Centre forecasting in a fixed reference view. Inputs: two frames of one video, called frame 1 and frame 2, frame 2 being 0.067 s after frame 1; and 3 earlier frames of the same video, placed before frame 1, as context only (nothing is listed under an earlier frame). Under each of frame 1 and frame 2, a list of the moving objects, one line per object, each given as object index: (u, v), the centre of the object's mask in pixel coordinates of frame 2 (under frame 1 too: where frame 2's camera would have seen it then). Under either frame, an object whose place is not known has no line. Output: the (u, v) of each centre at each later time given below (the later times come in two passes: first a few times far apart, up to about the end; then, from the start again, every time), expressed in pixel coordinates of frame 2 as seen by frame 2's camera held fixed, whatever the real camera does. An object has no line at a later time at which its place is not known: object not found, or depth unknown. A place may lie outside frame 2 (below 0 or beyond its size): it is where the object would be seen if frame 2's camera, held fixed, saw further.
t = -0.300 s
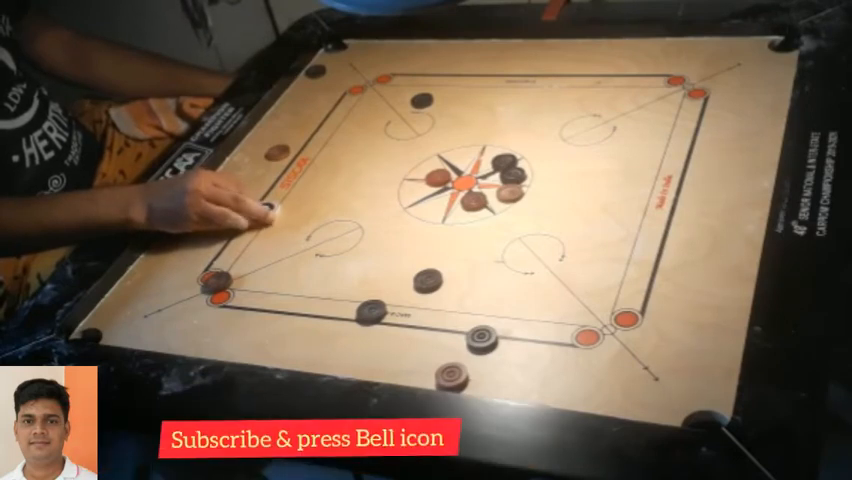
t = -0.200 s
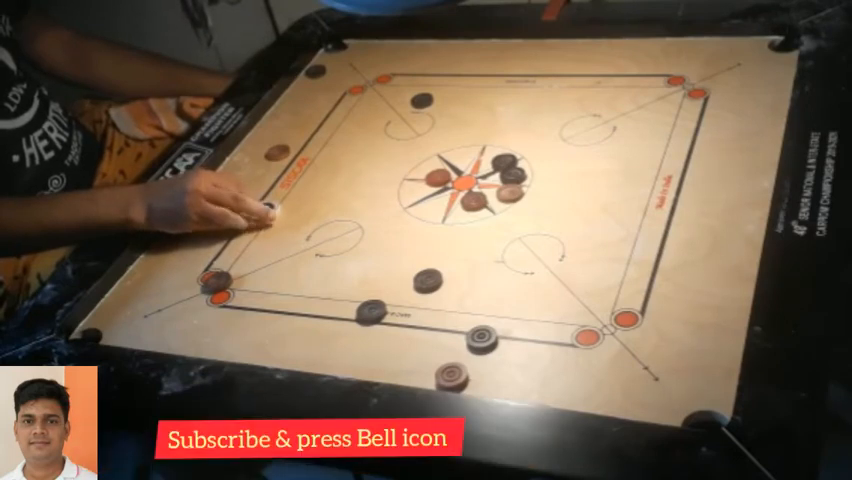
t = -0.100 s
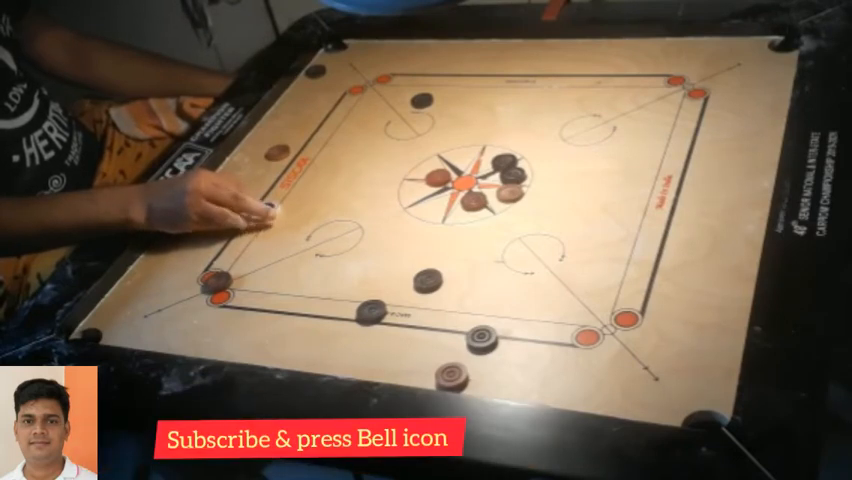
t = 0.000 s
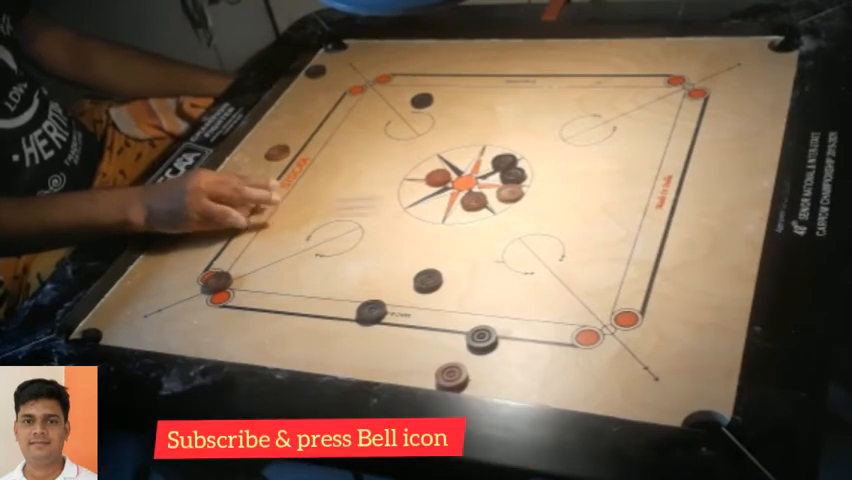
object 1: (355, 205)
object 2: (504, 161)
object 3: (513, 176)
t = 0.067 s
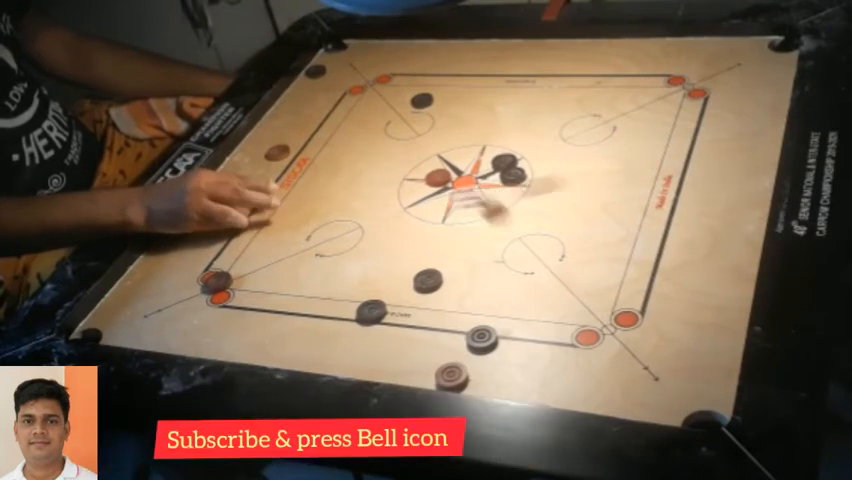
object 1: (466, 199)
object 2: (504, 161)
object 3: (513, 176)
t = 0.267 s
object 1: (624, 194)
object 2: (495, 145)
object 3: (586, 142)
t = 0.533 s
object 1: (742, 193)
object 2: (493, 142)
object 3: (639, 119)
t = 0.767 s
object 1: (690, 185)
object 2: (493, 142)
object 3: (641, 117)
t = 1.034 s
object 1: (685, 184)
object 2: (493, 142)
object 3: (641, 117)
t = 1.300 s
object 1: (685, 184)
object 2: (493, 143)
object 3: (641, 117)
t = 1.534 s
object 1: (684, 184)
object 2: (493, 143)
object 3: (641, 117)
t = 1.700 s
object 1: (684, 184)
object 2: (493, 143)
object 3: (641, 117)
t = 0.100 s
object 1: (501, 195)
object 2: (504, 162)
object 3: (516, 175)
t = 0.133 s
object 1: (526, 193)
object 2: (502, 158)
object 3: (531, 167)
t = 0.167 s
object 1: (551, 194)
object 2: (499, 153)
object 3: (546, 160)
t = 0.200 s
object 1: (576, 194)
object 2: (497, 149)
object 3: (560, 154)
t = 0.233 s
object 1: (599, 193)
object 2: (496, 147)
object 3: (574, 148)
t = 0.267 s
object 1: (624, 194)
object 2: (495, 145)
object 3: (586, 142)
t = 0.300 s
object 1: (647, 194)
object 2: (494, 143)
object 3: (596, 138)
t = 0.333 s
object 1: (669, 194)
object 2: (493, 142)
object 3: (606, 133)
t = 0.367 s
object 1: (689, 195)
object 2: (493, 142)
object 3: (615, 129)
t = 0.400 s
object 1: (708, 195)
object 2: (493, 142)
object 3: (622, 126)
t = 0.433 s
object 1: (726, 195)
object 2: (493, 142)
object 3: (628, 123)
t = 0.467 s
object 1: (742, 195)
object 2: (493, 142)
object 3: (633, 121)
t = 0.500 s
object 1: (752, 195)
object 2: (493, 142)
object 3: (636, 120)
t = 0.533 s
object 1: (742, 193)
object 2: (493, 142)
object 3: (639, 119)
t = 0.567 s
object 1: (732, 191)
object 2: (493, 142)
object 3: (641, 118)
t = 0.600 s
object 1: (722, 190)
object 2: (493, 142)
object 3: (641, 117)
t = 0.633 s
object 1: (714, 189)
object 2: (493, 142)
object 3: (641, 117)
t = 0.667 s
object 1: (707, 187)
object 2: (493, 142)
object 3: (641, 117)
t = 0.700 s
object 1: (699, 186)
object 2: (493, 142)
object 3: (641, 117)
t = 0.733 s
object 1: (694, 185)
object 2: (493, 142)
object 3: (641, 117)
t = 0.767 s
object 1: (690, 185)
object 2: (493, 142)
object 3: (641, 117)
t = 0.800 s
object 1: (687, 184)
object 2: (493, 142)
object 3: (641, 117)
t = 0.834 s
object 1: (686, 184)
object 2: (493, 143)
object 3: (641, 117)
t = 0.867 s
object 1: (684, 184)
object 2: (493, 143)
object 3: (641, 117)
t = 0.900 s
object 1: (684, 184)
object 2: (493, 142)
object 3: (641, 117)
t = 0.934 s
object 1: (685, 184)
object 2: (493, 142)
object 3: (641, 117)
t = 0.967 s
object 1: (685, 184)
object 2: (493, 143)
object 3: (641, 117)
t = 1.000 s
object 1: (685, 184)
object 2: (493, 143)
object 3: (641, 117)
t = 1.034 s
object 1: (685, 184)
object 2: (493, 142)
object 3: (641, 117)
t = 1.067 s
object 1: (685, 184)
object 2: (493, 143)
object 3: (641, 117)
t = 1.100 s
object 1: (685, 184)
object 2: (493, 143)
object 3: (641, 117)
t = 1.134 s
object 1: (685, 184)
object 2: (493, 143)
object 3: (641, 117)
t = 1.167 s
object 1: (685, 184)
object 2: (493, 143)
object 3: (641, 117)
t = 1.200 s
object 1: (685, 184)
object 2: (493, 143)
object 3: (641, 117)
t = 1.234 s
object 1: (685, 184)
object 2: (493, 142)
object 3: (641, 117)
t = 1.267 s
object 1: (684, 184)
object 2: (493, 143)
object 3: (641, 117)
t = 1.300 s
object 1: (685, 184)
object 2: (493, 143)
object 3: (641, 117)
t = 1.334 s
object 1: (685, 184)
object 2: (493, 143)
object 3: (641, 117)
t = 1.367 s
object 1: (685, 184)
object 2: (493, 143)
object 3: (641, 117)
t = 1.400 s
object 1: (685, 184)
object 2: (493, 143)
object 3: (641, 117)
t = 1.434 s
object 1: (684, 184)
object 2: (493, 143)
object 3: (641, 117)
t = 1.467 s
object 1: (684, 184)
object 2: (493, 143)
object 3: (641, 117)
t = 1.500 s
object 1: (684, 184)
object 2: (493, 143)
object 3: (641, 117)
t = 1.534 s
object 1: (684, 184)
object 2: (493, 143)
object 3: (641, 117)
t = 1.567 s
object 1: (684, 184)
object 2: (493, 143)
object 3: (641, 117)
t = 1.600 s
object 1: (684, 184)
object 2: (493, 143)
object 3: (641, 117)
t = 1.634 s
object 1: (684, 184)
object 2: (493, 143)
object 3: (641, 117)
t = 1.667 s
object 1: (684, 184)
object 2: (493, 143)
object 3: (641, 117)
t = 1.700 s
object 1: (684, 184)
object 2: (493, 143)
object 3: (641, 117)
